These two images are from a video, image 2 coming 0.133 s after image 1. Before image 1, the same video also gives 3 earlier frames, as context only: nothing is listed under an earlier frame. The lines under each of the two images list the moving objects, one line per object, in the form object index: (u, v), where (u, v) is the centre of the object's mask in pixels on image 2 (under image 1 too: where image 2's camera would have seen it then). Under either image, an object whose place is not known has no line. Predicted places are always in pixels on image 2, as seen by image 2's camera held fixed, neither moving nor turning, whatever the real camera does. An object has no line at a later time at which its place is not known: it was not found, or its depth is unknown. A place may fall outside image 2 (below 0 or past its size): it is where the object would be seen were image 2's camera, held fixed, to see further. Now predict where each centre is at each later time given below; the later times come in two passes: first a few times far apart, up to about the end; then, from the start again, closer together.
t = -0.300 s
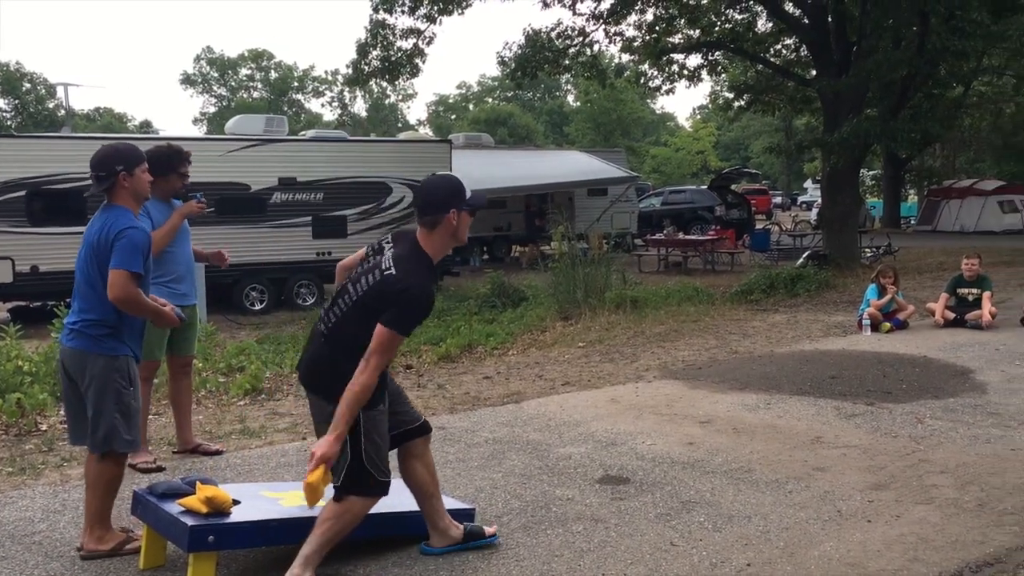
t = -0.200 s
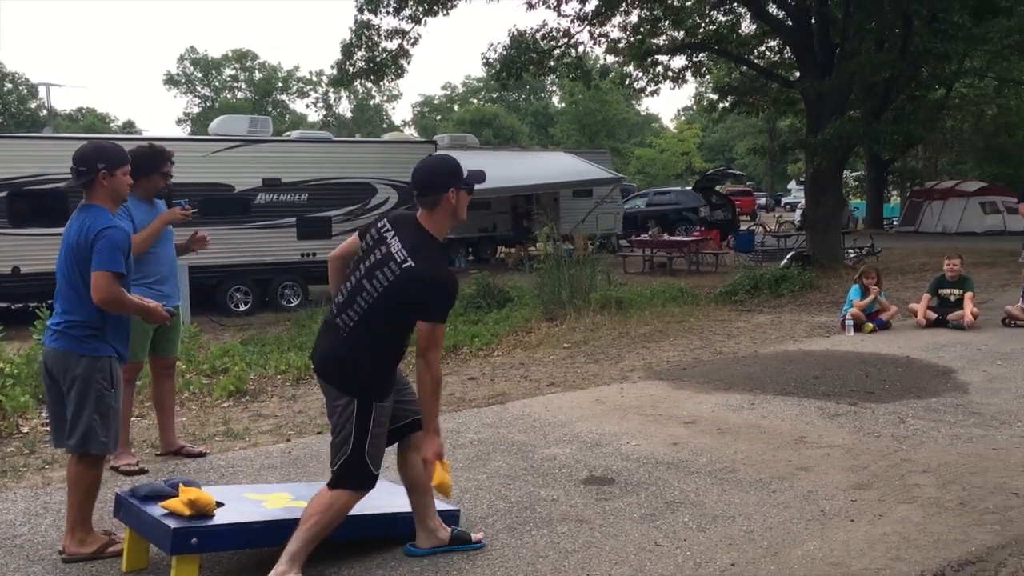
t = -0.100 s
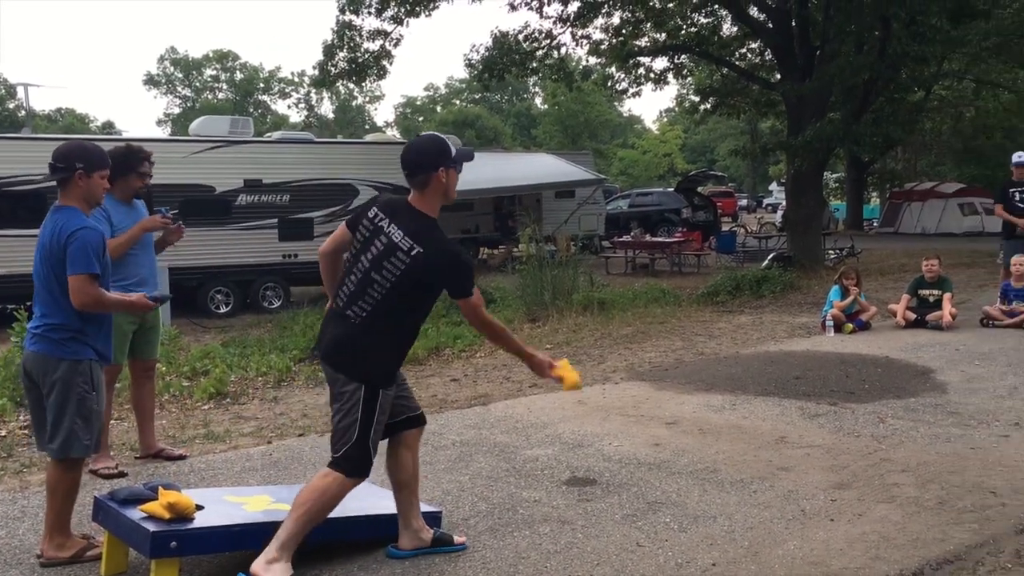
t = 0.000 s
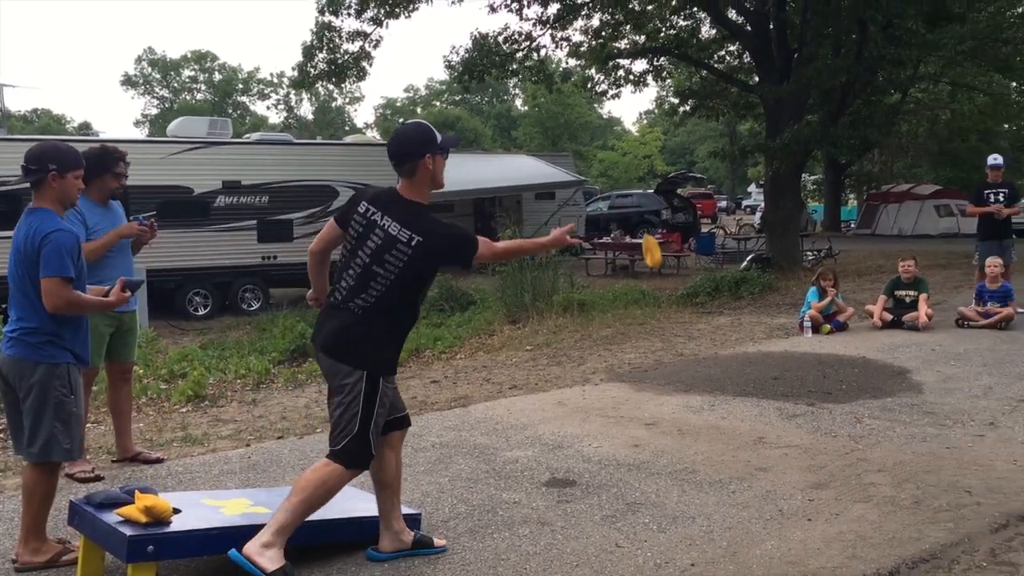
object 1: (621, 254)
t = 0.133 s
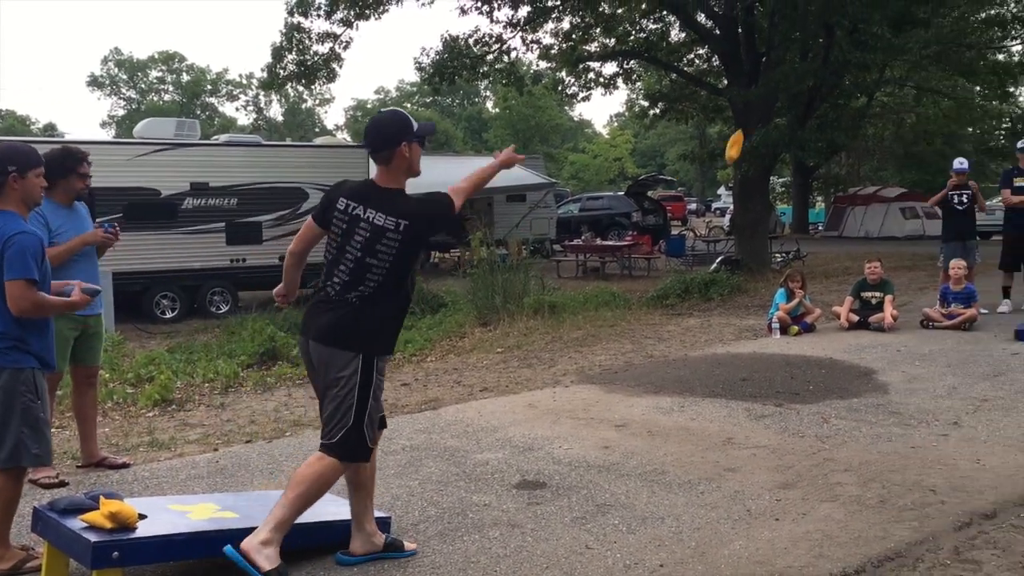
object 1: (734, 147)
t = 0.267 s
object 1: (823, 92)
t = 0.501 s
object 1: (938, 82)
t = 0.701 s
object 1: (1008, 134)
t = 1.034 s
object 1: (1093, 298)
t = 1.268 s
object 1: (1110, 285)
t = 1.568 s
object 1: (1139, 312)
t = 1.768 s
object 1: (1141, 312)
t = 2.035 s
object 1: (1140, 312)
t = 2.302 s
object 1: (1141, 312)
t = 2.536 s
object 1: (1141, 312)
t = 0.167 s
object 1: (759, 129)
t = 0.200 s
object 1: (781, 114)
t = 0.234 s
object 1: (803, 101)
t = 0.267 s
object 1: (823, 92)
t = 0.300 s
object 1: (843, 84)
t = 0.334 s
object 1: (861, 79)
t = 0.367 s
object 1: (878, 77)
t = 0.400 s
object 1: (894, 75)
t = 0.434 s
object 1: (909, 76)
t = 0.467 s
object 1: (924, 78)
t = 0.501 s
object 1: (938, 82)
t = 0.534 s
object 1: (951, 88)
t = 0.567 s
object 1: (964, 95)
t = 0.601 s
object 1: (976, 103)
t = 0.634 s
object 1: (987, 113)
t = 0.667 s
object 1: (998, 123)
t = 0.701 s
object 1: (1008, 134)
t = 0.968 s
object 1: (1077, 259)
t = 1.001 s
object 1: (1083, 278)
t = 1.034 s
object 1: (1093, 298)
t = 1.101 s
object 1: (1097, 295)
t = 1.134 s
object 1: (1099, 291)
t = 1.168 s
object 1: (1102, 288)
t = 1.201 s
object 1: (1105, 286)
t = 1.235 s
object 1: (1107, 285)
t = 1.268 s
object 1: (1110, 285)
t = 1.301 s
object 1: (1113, 287)
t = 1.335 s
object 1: (1114, 289)
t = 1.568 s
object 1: (1139, 312)
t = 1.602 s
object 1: (1139, 312)
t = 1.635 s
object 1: (1140, 310)
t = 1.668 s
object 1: (1140, 311)
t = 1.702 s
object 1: (1141, 310)
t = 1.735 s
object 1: (1141, 311)
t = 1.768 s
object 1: (1141, 312)
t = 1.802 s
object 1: (1141, 312)
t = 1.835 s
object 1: (1140, 312)
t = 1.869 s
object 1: (1141, 312)
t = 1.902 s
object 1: (1140, 312)
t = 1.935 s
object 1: (1141, 312)
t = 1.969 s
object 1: (1140, 312)
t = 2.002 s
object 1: (1140, 312)
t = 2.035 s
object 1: (1140, 312)
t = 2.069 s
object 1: (1140, 312)
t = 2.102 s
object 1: (1140, 312)
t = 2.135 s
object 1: (1140, 312)
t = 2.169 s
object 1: (1140, 312)
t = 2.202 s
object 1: (1141, 312)
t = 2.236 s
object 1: (1140, 312)
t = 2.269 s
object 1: (1140, 312)
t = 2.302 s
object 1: (1141, 312)
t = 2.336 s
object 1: (1140, 312)
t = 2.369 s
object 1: (1140, 312)
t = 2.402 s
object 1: (1140, 312)
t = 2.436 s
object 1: (1141, 312)
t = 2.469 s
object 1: (1141, 312)
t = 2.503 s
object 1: (1141, 312)
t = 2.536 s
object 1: (1141, 312)
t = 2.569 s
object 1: (1141, 312)
